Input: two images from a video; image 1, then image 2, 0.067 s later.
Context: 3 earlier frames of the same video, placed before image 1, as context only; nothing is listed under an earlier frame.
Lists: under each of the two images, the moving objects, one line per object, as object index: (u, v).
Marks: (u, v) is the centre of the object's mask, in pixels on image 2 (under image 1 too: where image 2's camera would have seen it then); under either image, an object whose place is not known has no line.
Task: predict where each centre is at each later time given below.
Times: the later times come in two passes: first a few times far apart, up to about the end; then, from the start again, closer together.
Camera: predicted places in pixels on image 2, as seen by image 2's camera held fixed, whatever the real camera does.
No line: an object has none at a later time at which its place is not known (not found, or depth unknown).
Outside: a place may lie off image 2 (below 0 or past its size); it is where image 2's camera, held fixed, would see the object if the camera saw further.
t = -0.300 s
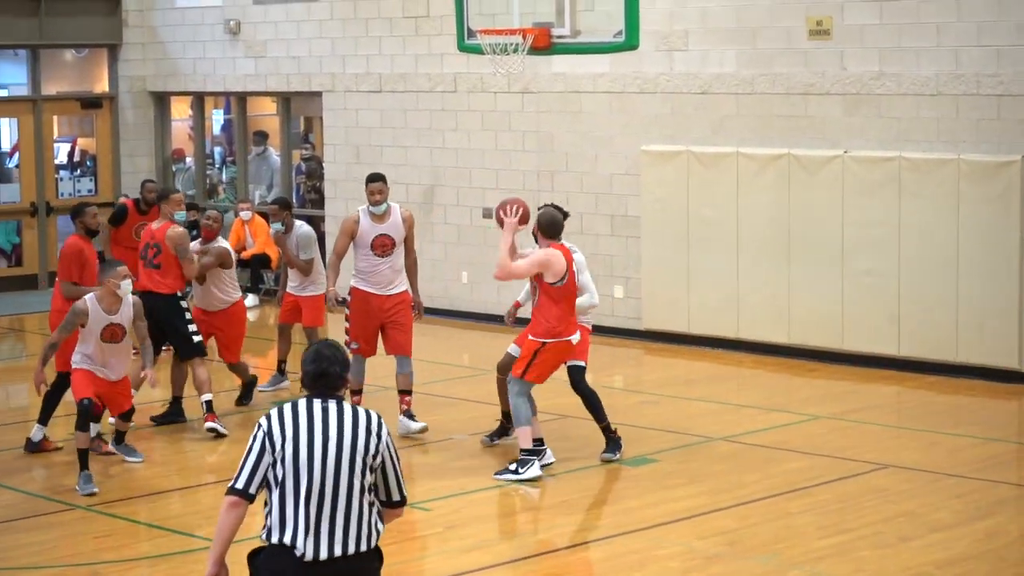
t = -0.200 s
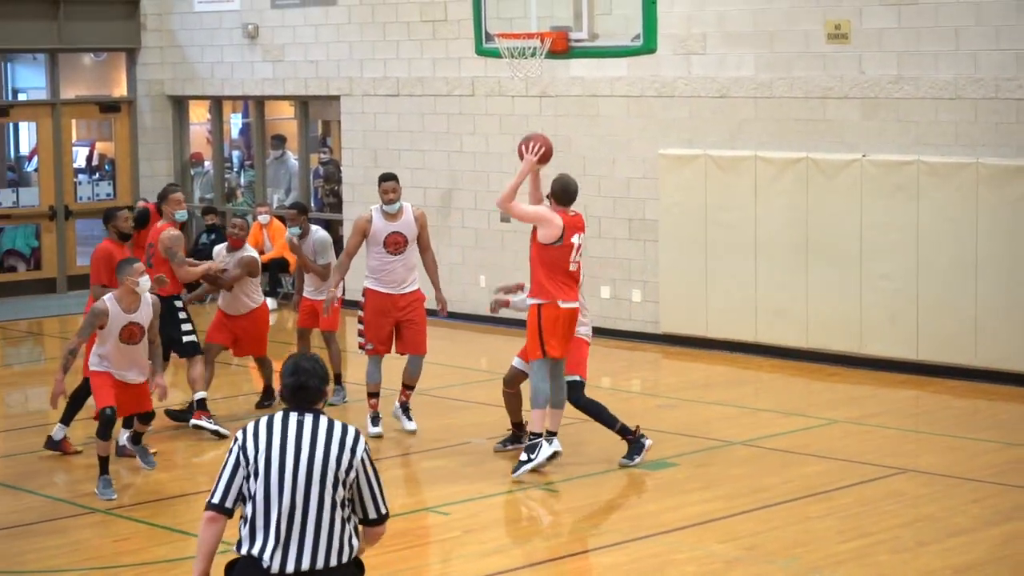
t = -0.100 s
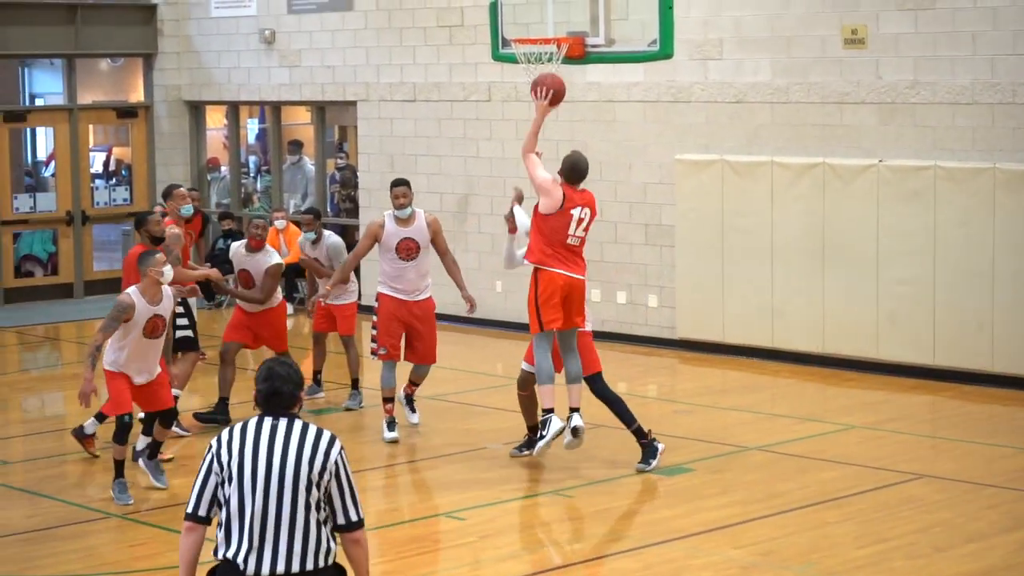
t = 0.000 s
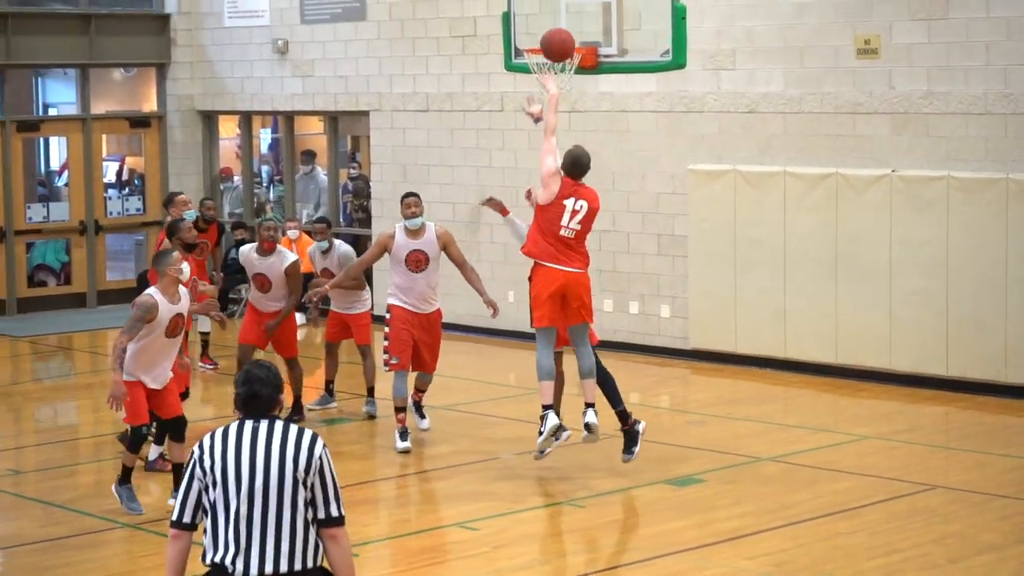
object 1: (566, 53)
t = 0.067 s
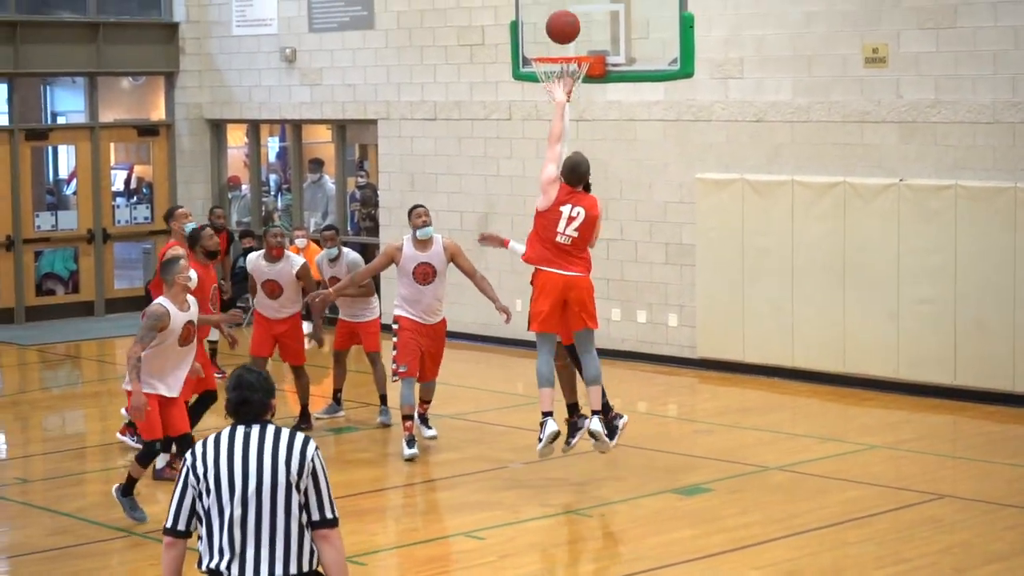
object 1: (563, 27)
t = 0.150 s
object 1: (560, 3)
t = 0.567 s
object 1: (550, 30)
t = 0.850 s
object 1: (524, 19)
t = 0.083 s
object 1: (562, 21)
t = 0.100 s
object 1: (562, 16)
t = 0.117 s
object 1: (561, 11)
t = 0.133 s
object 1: (561, 7)
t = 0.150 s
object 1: (560, 3)
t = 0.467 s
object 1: (552, 3)
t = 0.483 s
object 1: (551, 6)
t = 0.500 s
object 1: (551, 10)
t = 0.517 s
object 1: (551, 15)
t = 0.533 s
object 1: (550, 19)
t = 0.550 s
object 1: (550, 25)
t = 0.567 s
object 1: (550, 30)
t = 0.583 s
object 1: (549, 36)
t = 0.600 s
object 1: (549, 42)
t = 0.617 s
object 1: (548, 45)
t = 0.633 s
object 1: (547, 42)
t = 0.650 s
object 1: (545, 38)
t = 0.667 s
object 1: (543, 34)
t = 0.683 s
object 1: (541, 31)
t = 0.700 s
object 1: (539, 28)
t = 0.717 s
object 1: (538, 26)
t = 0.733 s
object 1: (536, 24)
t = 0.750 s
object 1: (534, 22)
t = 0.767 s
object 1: (533, 21)
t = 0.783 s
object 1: (531, 20)
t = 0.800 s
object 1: (529, 19)
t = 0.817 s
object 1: (527, 19)
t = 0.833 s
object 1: (526, 18)
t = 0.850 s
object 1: (524, 19)
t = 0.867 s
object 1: (522, 20)
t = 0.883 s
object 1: (520, 21)
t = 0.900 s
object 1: (519, 22)
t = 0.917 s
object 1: (517, 24)
